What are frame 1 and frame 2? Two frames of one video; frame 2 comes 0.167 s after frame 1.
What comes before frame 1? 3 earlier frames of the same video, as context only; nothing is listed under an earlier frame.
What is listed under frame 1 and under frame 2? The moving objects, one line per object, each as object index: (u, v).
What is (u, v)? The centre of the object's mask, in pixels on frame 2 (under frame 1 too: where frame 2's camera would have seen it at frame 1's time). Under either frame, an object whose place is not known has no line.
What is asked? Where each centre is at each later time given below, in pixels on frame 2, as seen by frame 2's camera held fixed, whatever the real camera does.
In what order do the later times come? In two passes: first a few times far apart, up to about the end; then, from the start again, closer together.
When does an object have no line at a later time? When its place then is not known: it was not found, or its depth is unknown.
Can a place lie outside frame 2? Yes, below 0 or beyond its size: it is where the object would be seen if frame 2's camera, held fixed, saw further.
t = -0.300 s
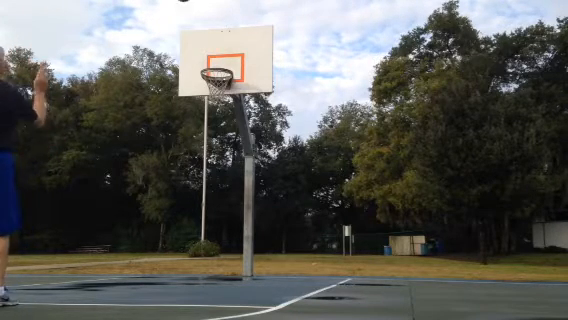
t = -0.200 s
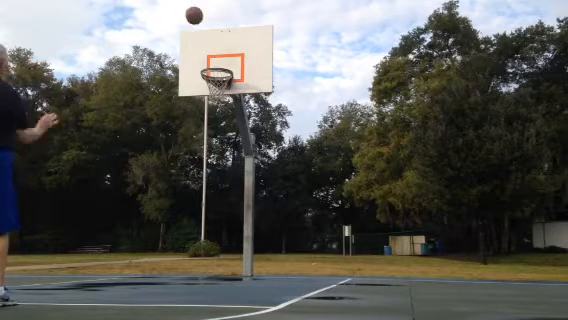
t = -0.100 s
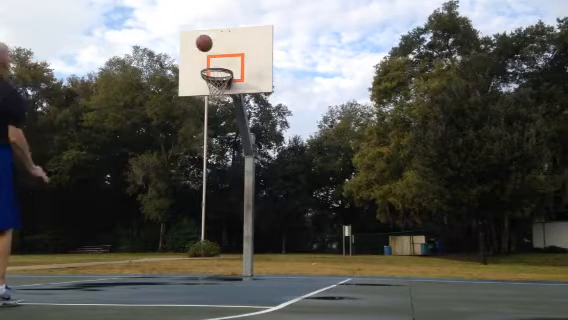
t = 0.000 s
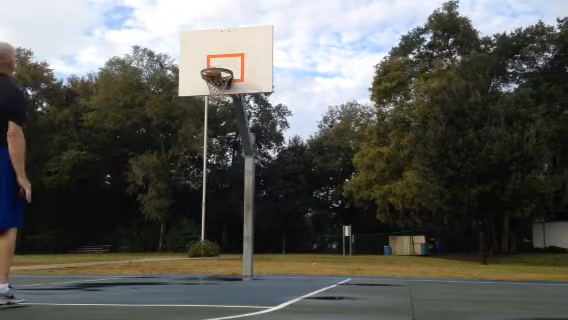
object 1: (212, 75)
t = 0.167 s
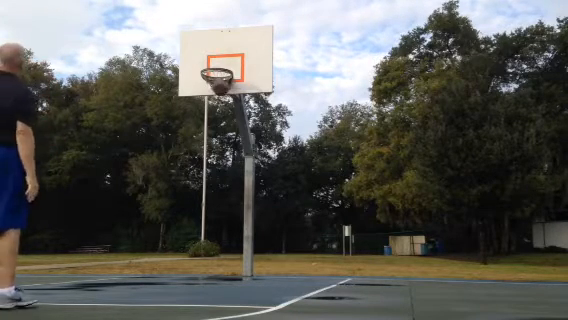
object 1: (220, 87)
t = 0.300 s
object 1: (225, 99)
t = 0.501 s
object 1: (229, 134)
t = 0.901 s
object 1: (235, 256)
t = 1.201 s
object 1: (238, 180)
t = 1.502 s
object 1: (239, 164)
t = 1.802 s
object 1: (240, 209)
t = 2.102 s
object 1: (242, 242)
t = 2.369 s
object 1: (246, 205)
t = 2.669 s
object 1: (251, 225)
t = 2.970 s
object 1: (256, 250)
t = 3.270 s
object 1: (263, 229)
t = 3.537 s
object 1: (270, 272)
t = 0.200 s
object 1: (220, 88)
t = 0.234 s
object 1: (222, 93)
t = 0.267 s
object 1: (225, 96)
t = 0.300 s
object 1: (225, 99)
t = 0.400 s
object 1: (226, 109)
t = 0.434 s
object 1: (228, 119)
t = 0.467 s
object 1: (229, 125)
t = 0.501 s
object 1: (229, 134)
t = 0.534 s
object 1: (229, 143)
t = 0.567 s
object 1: (230, 152)
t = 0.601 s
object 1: (231, 162)
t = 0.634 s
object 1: (231, 175)
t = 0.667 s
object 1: (232, 187)
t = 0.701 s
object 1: (232, 200)
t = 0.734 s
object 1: (233, 214)
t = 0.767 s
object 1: (233, 230)
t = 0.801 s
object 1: (234, 246)
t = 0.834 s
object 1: (235, 264)
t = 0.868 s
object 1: (236, 270)
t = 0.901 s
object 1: (235, 256)
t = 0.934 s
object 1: (236, 244)
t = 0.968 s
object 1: (236, 233)
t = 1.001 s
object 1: (237, 224)
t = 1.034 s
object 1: (237, 214)
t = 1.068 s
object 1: (237, 206)
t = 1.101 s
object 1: (237, 198)
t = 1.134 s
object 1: (238, 191)
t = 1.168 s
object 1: (238, 185)
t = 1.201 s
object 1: (238, 180)
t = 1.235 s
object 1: (239, 175)
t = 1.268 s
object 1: (239, 170)
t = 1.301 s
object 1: (239, 167)
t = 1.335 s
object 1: (239, 165)
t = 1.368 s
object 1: (239, 164)
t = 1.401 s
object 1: (239, 164)
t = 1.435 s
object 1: (239, 164)
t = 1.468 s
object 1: (239, 164)
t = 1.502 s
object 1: (239, 164)
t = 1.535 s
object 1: (239, 165)
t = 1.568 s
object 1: (240, 167)
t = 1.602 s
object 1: (240, 171)
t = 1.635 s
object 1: (240, 175)
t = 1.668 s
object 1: (240, 180)
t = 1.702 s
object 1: (240, 185)
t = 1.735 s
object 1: (239, 192)
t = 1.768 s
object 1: (240, 200)
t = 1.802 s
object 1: (240, 209)
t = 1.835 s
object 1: (239, 219)
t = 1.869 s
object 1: (240, 230)
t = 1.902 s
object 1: (239, 241)
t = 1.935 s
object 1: (239, 254)
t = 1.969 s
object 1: (240, 270)
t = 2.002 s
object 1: (240, 270)
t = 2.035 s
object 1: (240, 260)
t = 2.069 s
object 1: (241, 250)
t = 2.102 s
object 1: (242, 242)
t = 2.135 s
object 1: (242, 234)
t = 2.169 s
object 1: (243, 228)
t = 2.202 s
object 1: (244, 222)
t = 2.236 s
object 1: (244, 217)
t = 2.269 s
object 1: (245, 213)
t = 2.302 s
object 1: (245, 209)
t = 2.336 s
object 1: (246, 207)
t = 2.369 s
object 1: (246, 205)
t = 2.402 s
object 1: (247, 204)
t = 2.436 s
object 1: (247, 203)
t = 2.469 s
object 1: (248, 204)
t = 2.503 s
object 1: (248, 205)
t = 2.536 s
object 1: (249, 207)
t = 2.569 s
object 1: (249, 210)
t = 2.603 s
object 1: (250, 214)
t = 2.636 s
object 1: (250, 219)
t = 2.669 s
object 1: (251, 225)
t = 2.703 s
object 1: (251, 232)
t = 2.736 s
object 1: (251, 239)
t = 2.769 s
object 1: (252, 248)
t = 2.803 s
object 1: (253, 258)
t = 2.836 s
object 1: (253, 269)
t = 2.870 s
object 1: (254, 273)
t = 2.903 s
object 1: (255, 264)
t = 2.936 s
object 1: (256, 256)
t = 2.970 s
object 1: (256, 250)
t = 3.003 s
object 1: (257, 243)
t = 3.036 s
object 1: (258, 239)
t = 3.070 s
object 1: (258, 234)
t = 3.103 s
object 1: (259, 231)
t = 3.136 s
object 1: (260, 229)
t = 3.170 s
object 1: (260, 229)
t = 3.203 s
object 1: (261, 228)
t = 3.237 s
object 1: (262, 228)
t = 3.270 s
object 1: (263, 229)
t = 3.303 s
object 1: (264, 230)
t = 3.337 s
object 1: (265, 233)
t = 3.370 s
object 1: (266, 237)
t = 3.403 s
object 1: (267, 241)
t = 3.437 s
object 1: (267, 248)
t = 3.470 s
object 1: (268, 255)
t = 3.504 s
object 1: (269, 263)
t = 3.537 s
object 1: (270, 272)
